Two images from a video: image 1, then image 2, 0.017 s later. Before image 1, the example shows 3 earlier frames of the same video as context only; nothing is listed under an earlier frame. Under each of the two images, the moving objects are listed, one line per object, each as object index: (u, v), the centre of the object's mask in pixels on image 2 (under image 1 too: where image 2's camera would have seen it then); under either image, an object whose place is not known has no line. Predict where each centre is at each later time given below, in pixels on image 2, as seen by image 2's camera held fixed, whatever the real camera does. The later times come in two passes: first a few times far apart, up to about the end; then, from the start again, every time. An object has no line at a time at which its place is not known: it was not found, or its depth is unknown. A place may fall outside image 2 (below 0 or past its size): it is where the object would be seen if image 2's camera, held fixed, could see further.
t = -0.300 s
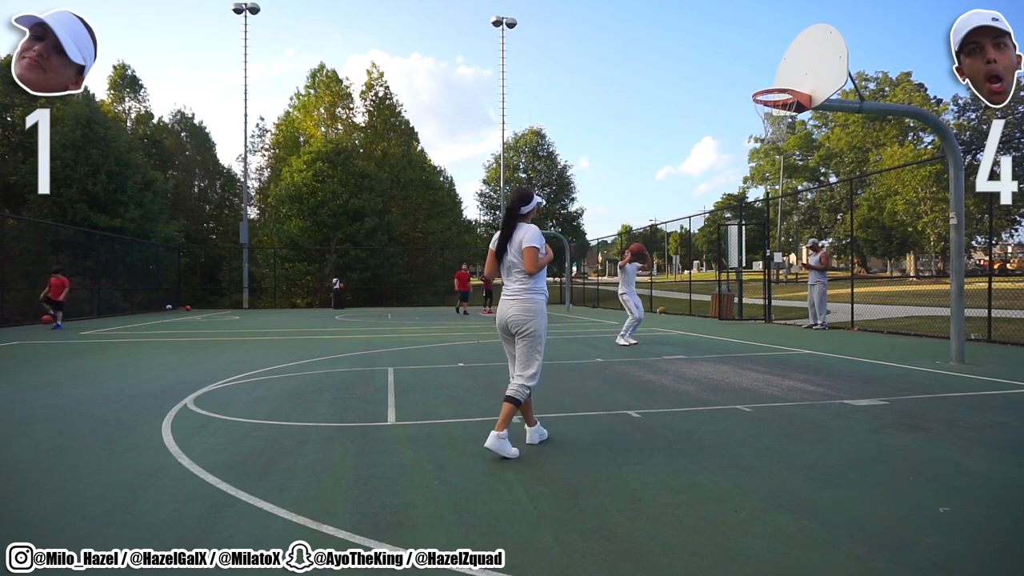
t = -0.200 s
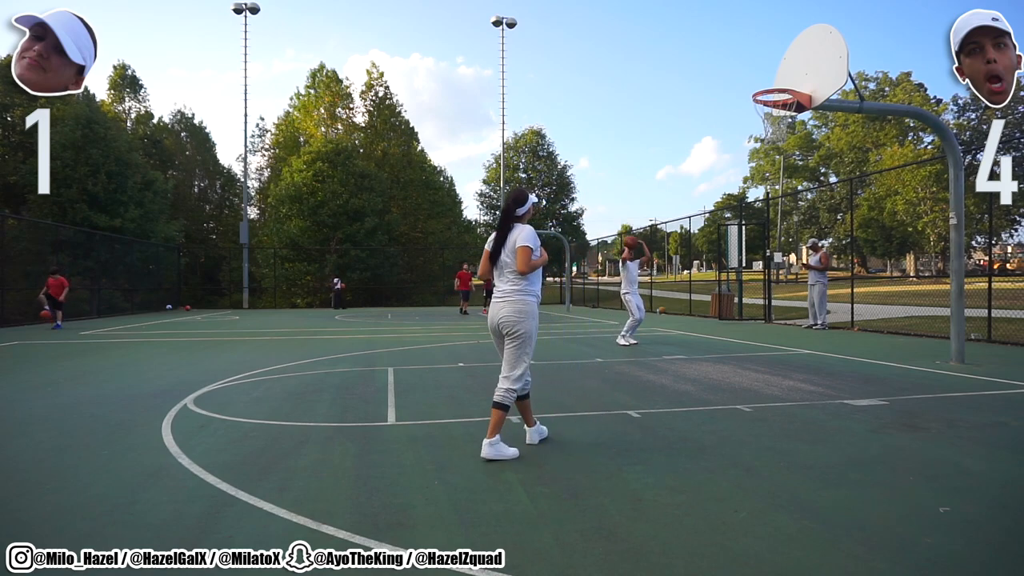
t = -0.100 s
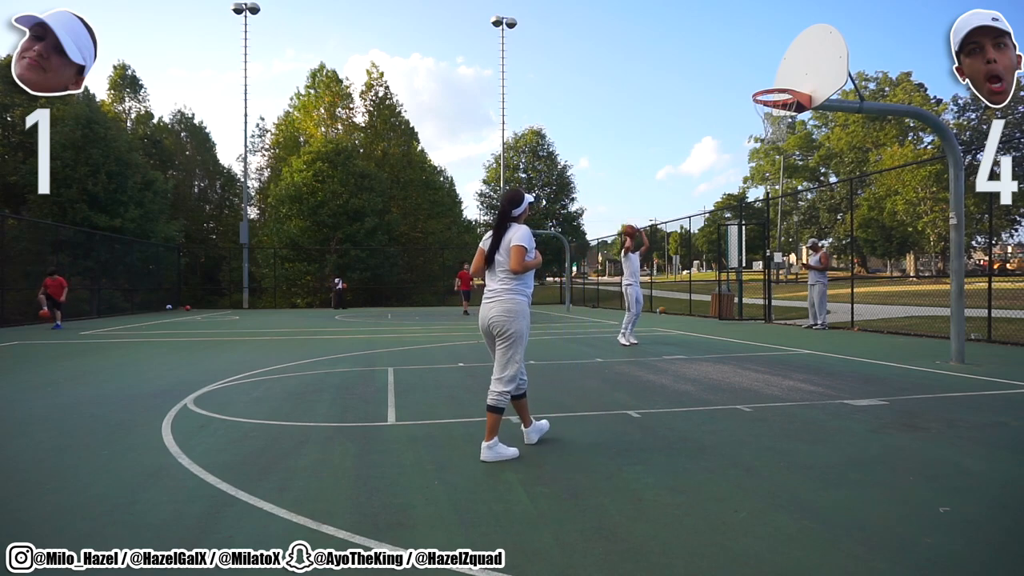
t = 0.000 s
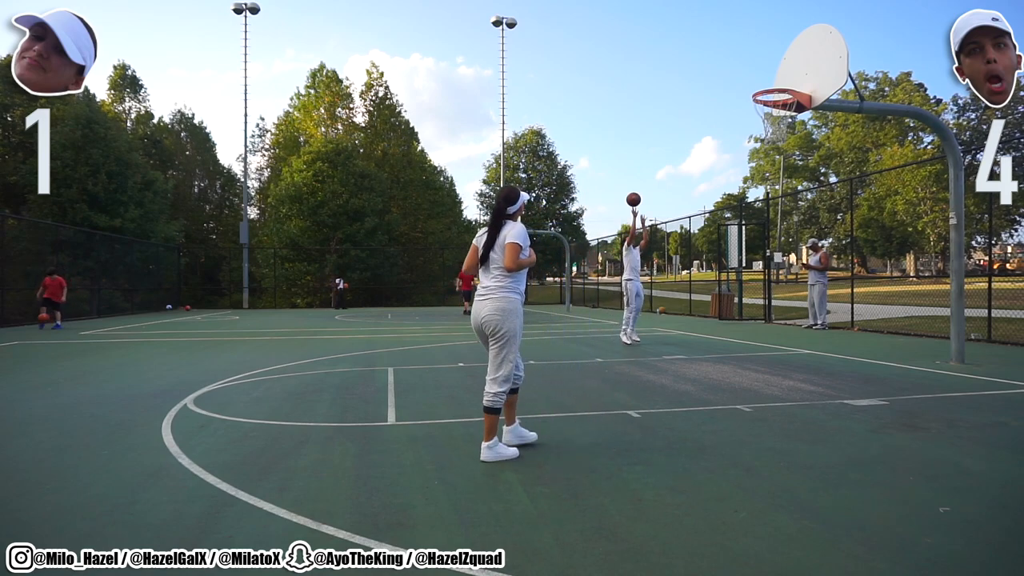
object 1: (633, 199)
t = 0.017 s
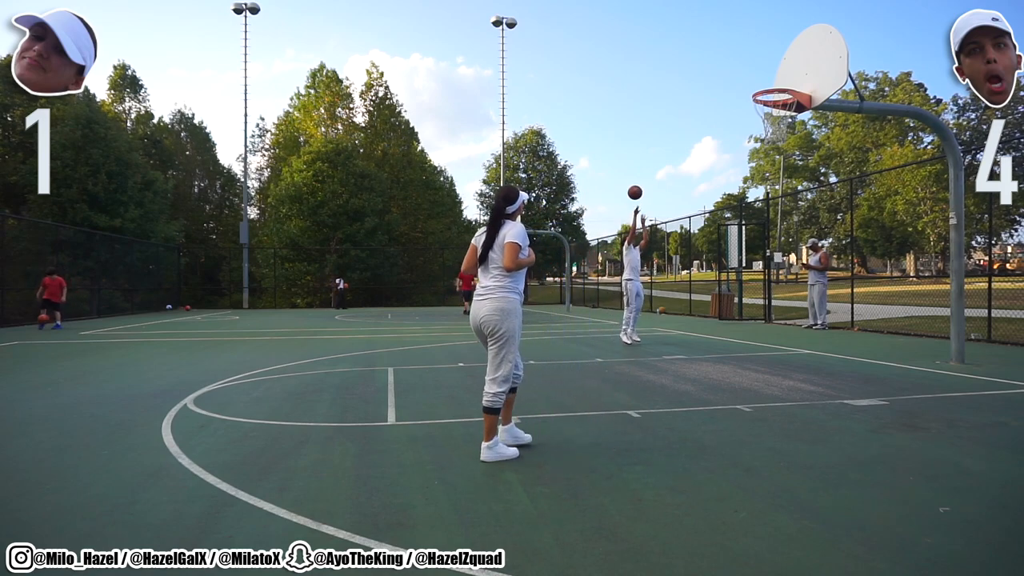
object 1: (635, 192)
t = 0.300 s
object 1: (662, 90)
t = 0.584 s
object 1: (695, 28)
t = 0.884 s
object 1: (736, 17)
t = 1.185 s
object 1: (788, 80)
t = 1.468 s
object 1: (780, 6)
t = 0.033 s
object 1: (636, 185)
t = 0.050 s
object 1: (638, 178)
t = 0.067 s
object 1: (639, 172)
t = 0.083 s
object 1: (641, 165)
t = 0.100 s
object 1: (643, 159)
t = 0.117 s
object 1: (644, 152)
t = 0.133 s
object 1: (646, 146)
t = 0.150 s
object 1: (647, 140)
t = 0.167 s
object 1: (649, 134)
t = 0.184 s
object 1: (651, 128)
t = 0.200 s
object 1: (652, 123)
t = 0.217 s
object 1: (654, 117)
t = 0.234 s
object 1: (656, 111)
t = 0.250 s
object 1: (657, 106)
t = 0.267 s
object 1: (659, 101)
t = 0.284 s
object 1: (661, 96)
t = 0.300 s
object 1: (662, 90)
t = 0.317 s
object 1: (664, 86)
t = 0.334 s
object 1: (666, 81)
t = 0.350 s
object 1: (668, 77)
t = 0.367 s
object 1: (669, 72)
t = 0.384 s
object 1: (671, 68)
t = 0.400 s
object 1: (673, 64)
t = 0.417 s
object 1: (675, 60)
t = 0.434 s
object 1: (677, 56)
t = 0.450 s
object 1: (679, 52)
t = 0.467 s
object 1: (681, 49)
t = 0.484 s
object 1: (682, 45)
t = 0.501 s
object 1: (685, 42)
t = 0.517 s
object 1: (687, 39)
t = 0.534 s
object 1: (688, 36)
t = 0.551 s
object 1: (690, 33)
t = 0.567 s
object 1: (693, 31)
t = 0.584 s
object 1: (695, 28)
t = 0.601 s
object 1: (697, 26)
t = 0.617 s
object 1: (699, 24)
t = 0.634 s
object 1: (701, 22)
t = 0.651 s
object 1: (703, 20)
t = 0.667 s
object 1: (705, 18)
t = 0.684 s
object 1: (707, 17)
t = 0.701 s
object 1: (709, 16)
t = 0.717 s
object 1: (712, 15)
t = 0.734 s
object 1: (714, 14)
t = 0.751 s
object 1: (716, 14)
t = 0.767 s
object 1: (719, 13)
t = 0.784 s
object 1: (721, 13)
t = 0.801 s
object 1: (723, 13)
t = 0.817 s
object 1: (726, 14)
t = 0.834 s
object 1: (728, 14)
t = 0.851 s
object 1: (731, 15)
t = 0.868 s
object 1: (733, 16)
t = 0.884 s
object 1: (736, 17)
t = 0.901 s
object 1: (739, 18)
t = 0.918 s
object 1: (741, 19)
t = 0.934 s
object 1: (744, 21)
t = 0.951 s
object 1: (747, 24)
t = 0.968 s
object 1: (750, 26)
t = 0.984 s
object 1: (752, 28)
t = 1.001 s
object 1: (755, 31)
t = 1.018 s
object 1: (758, 34)
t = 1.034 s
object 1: (761, 37)
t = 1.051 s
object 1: (764, 41)
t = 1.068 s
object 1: (767, 45)
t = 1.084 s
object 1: (770, 49)
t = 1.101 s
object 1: (773, 54)
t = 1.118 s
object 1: (776, 59)
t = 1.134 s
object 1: (779, 64)
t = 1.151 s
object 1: (782, 70)
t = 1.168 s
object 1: (786, 75)
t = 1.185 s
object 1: (788, 80)
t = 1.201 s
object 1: (788, 77)
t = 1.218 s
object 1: (787, 70)
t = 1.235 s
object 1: (787, 64)
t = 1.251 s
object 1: (787, 58)
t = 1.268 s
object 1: (786, 52)
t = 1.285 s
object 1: (785, 46)
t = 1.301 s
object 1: (785, 41)
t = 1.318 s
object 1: (785, 36)
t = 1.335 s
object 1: (784, 31)
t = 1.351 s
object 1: (783, 26)
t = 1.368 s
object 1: (783, 22)
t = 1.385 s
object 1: (783, 18)
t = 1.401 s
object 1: (782, 14)
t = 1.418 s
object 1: (782, 11)
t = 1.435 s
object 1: (781, 9)
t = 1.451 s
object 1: (780, 7)
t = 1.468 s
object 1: (780, 6)
